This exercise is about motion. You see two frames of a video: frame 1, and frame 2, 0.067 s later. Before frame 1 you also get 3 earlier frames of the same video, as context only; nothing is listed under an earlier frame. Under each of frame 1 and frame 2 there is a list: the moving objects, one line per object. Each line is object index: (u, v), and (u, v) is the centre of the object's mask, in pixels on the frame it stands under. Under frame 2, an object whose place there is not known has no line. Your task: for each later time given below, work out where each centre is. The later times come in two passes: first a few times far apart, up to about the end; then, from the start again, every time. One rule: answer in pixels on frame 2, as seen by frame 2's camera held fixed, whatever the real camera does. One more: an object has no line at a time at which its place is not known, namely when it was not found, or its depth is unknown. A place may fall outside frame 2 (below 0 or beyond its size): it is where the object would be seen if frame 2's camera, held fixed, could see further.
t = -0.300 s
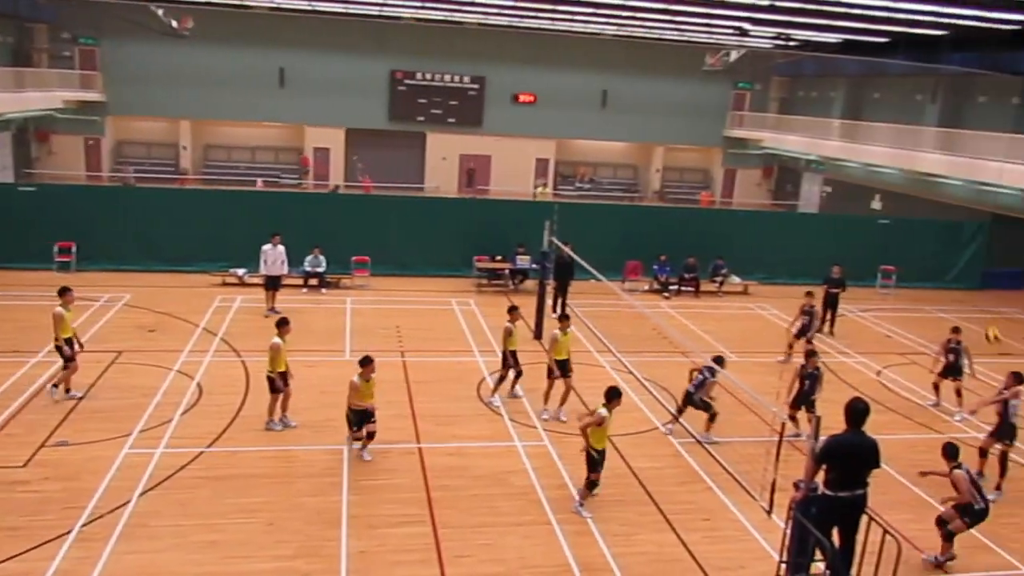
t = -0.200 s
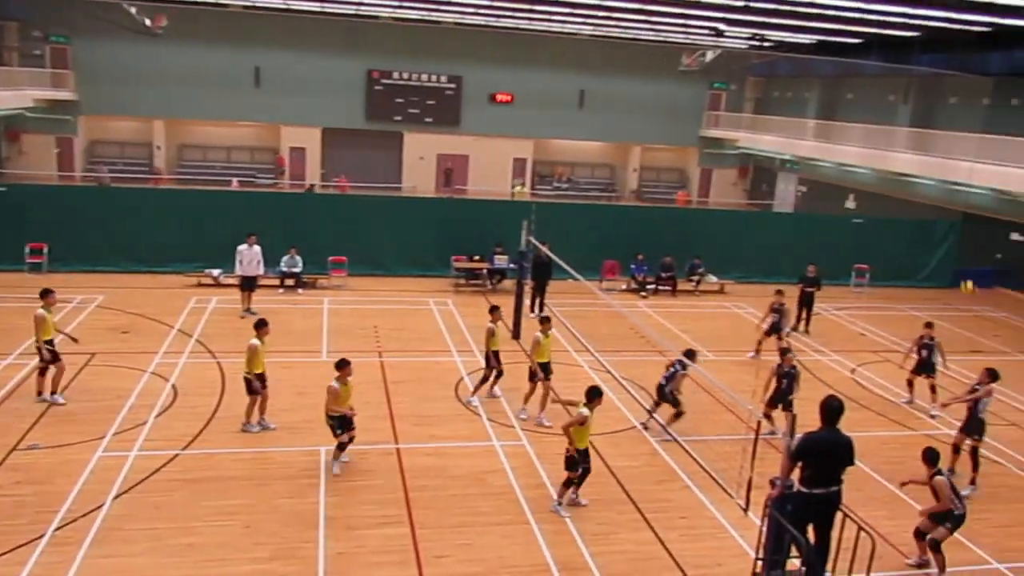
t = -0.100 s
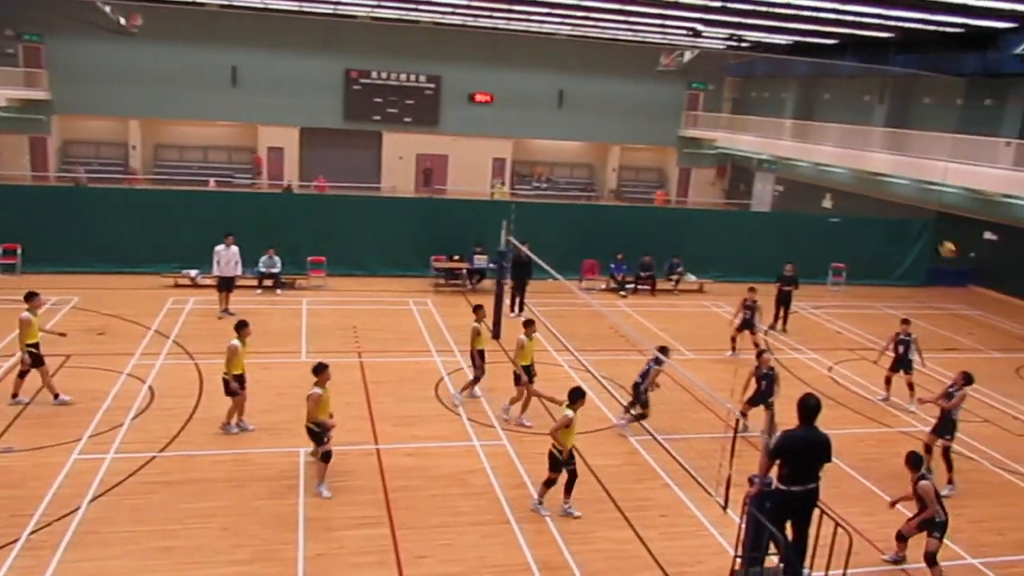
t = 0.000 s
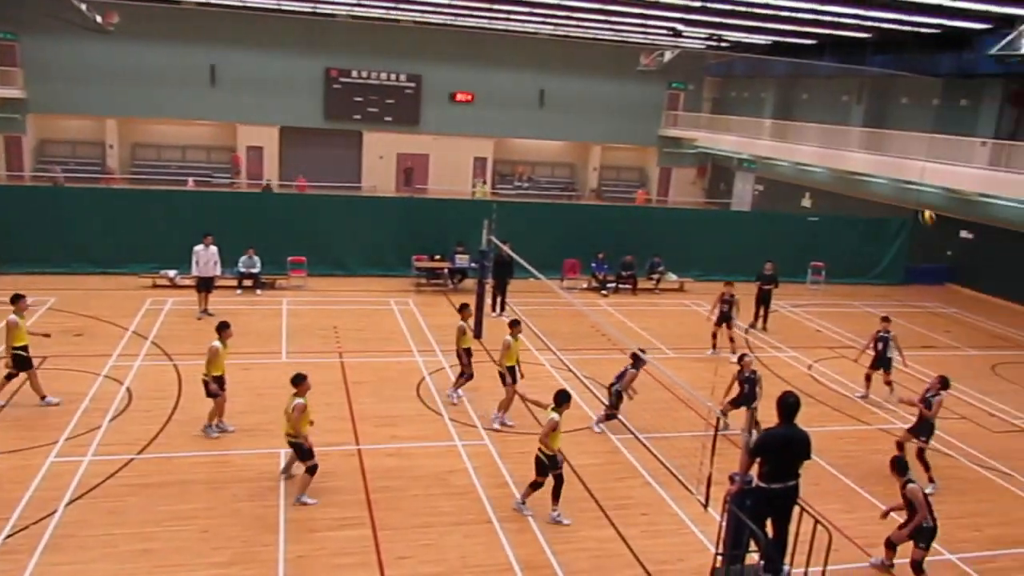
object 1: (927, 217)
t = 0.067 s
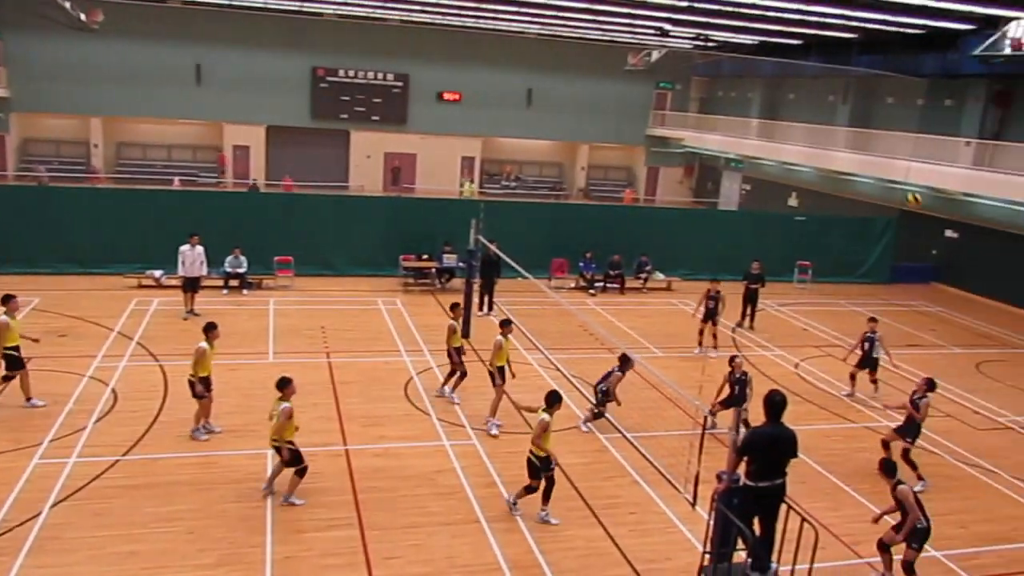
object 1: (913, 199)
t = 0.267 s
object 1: (912, 168)
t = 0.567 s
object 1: (904, 168)
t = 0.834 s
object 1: (888, 212)
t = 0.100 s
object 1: (913, 191)
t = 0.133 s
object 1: (913, 186)
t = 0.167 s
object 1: (913, 180)
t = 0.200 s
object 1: (912, 176)
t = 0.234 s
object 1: (912, 170)
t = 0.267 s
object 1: (912, 168)
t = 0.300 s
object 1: (912, 165)
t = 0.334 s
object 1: (911, 164)
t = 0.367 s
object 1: (911, 161)
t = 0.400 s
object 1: (910, 161)
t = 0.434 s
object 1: (908, 161)
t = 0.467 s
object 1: (907, 161)
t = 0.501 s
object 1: (905, 163)
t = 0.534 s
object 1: (905, 165)
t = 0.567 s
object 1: (904, 168)
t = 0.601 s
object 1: (902, 172)
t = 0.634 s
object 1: (900, 175)
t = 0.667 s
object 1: (899, 180)
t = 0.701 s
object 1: (896, 185)
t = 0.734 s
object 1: (895, 191)
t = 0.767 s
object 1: (893, 198)
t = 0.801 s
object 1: (890, 205)
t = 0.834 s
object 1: (888, 212)
